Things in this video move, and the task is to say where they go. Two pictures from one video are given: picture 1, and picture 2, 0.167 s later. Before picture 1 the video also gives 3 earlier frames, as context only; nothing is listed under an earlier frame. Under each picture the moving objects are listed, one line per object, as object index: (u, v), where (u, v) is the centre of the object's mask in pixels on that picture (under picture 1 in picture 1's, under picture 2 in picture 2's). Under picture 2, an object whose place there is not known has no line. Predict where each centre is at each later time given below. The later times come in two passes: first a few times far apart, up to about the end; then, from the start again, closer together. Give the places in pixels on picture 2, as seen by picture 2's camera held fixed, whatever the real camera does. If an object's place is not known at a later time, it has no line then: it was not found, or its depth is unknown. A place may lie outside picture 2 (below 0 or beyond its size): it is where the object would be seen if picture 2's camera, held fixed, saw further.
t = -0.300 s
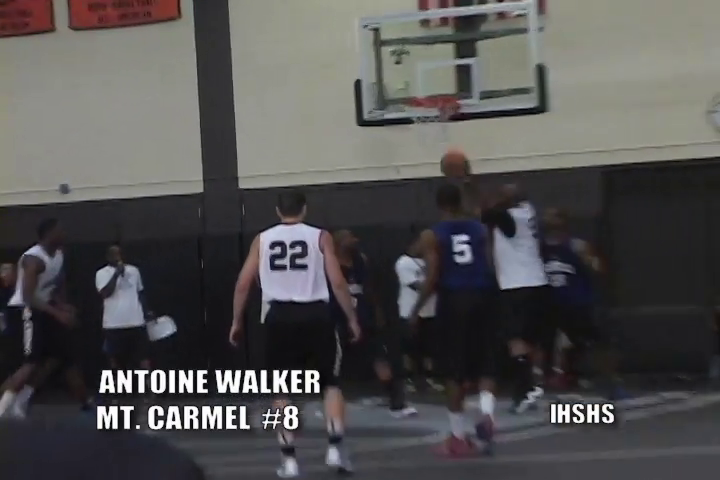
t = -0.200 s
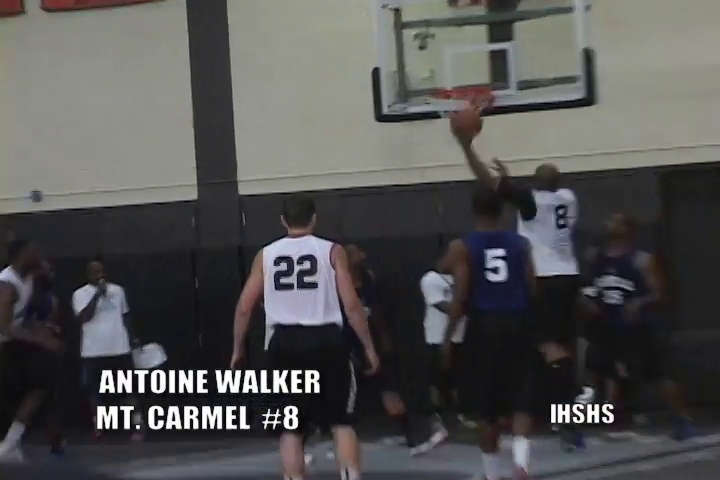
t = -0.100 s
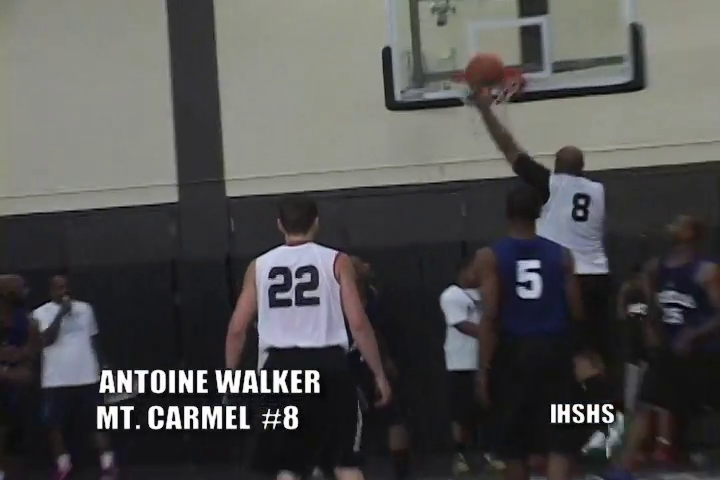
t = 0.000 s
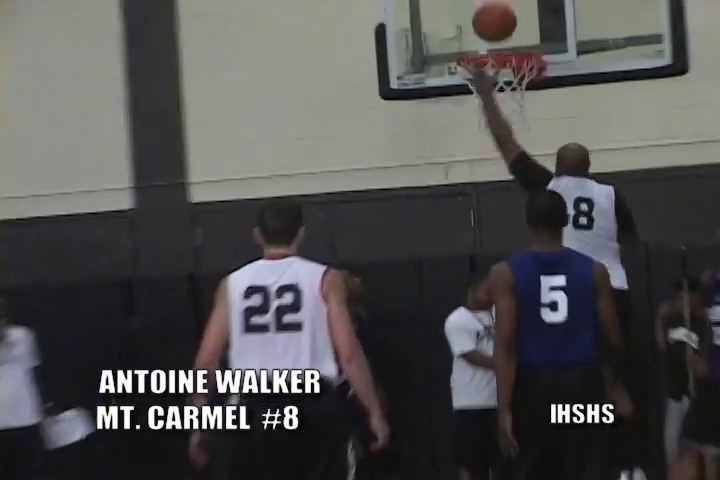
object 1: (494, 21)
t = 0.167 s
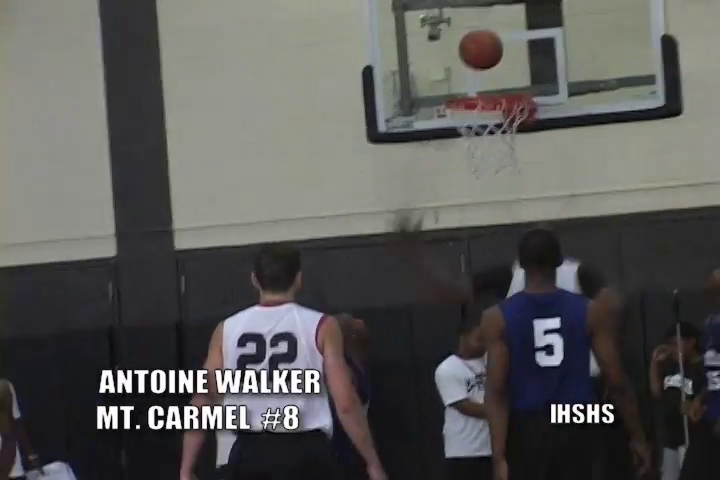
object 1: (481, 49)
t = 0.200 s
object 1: (481, 52)
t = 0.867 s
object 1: (494, 168)
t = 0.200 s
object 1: (481, 52)
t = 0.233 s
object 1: (481, 56)
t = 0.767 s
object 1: (490, 145)
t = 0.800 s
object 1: (492, 157)
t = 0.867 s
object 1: (494, 168)
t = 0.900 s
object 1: (493, 181)
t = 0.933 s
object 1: (494, 195)
